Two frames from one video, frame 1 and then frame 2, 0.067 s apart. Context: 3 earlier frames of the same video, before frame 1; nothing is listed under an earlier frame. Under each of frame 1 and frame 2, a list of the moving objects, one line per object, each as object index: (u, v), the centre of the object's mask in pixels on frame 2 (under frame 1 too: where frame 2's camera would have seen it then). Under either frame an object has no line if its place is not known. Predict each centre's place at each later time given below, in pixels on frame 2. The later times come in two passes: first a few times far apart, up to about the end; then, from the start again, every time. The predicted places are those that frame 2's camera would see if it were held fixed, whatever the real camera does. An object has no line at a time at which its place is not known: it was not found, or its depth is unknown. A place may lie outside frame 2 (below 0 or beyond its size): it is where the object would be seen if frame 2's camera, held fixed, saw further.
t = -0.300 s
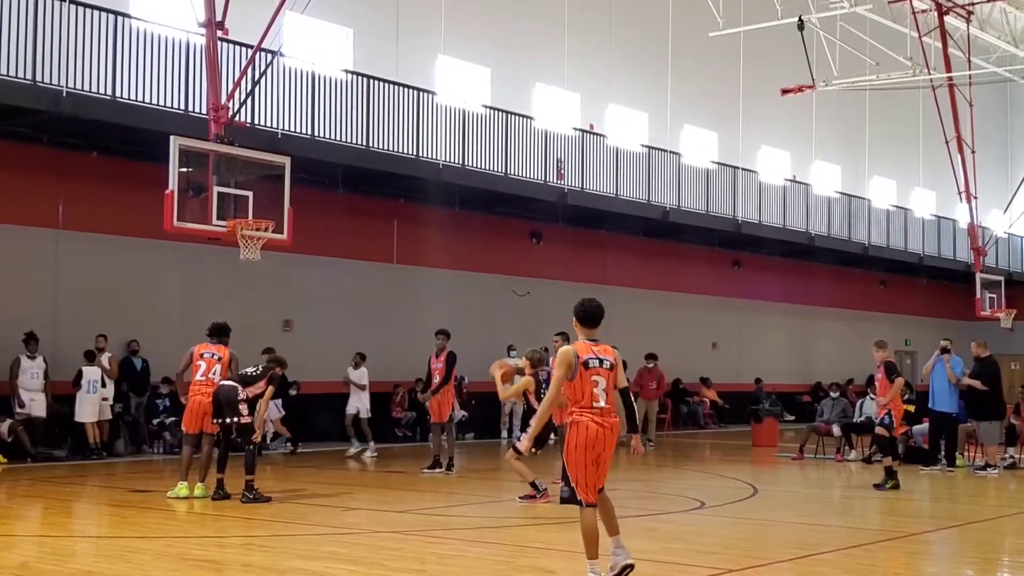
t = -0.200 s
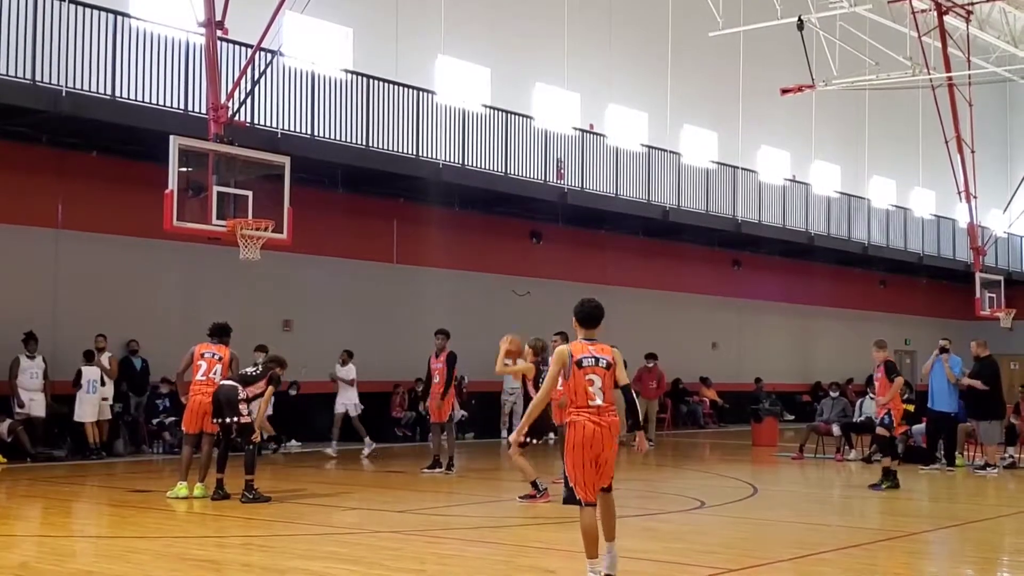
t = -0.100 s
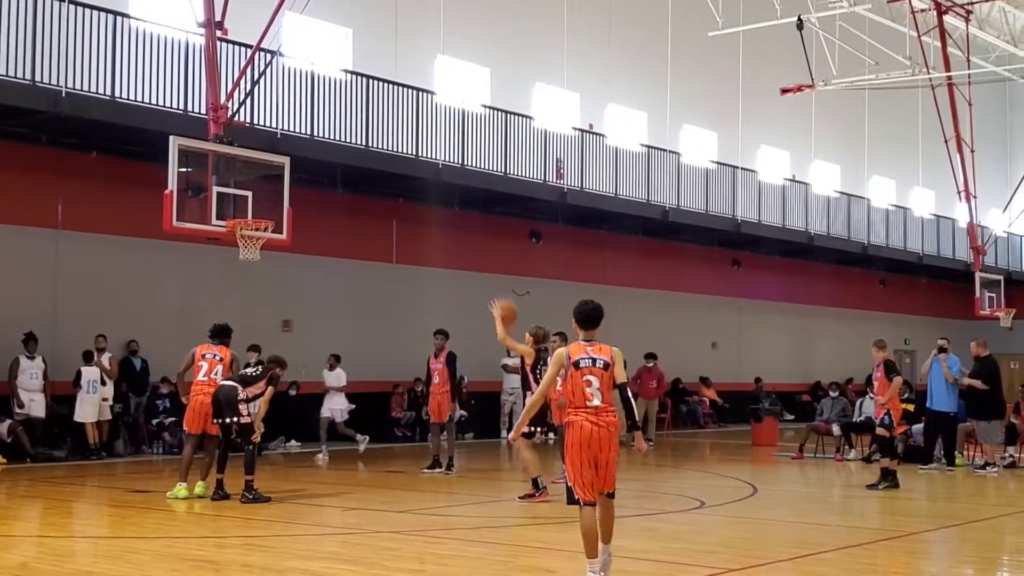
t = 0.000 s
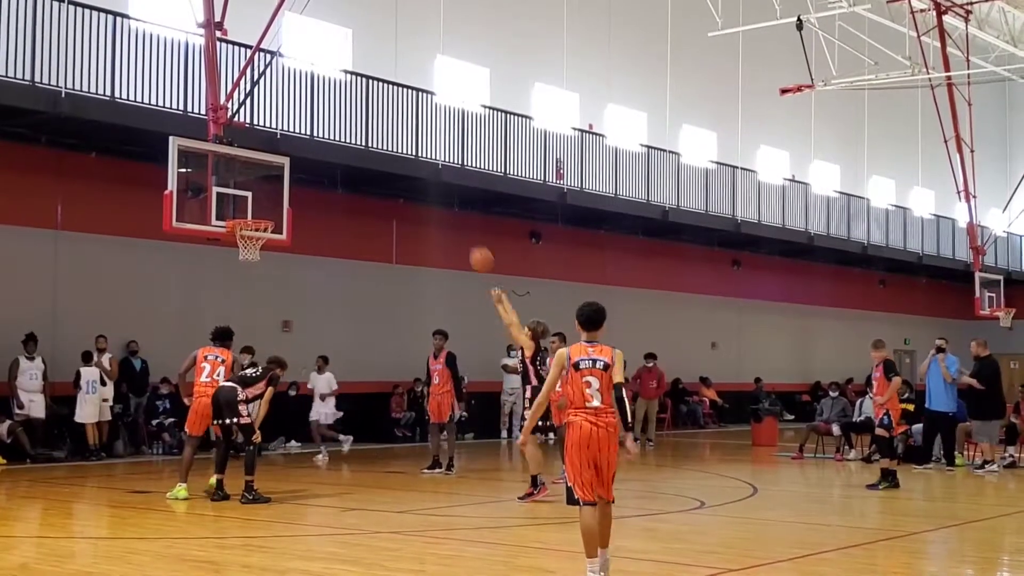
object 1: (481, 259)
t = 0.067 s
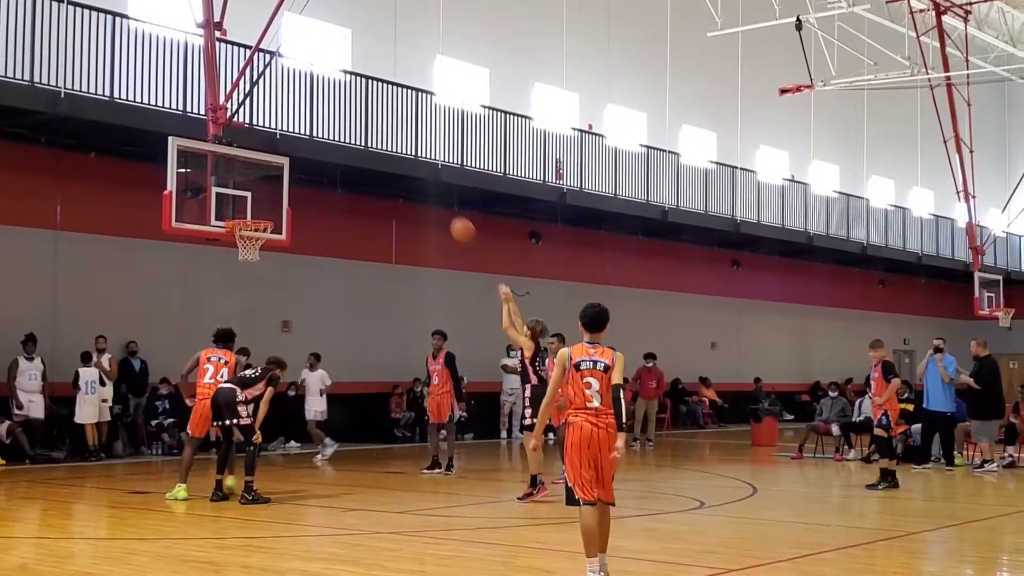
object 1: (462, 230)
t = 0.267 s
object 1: (410, 169)
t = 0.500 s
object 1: (354, 145)
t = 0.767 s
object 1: (296, 173)
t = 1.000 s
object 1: (244, 212)
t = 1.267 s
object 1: (209, 188)
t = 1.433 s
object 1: (187, 198)
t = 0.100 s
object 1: (454, 217)
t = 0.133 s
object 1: (445, 206)
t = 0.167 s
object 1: (435, 194)
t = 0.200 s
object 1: (427, 184)
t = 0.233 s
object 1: (419, 176)
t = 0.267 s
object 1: (410, 169)
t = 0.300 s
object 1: (402, 162)
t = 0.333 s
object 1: (394, 157)
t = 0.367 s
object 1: (386, 153)
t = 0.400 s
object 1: (377, 149)
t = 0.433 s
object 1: (369, 147)
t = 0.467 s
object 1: (362, 146)
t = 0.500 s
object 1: (354, 145)
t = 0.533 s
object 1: (346, 146)
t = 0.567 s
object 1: (338, 147)
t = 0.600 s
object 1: (331, 149)
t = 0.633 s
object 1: (323, 152)
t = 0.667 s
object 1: (316, 156)
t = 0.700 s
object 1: (309, 161)
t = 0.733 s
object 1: (302, 166)
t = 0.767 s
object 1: (296, 173)
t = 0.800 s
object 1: (288, 180)
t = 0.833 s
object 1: (280, 188)
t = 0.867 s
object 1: (273, 196)
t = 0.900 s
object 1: (267, 206)
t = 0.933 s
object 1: (260, 214)
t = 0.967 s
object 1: (252, 213)
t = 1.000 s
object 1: (244, 212)
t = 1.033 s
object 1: (236, 211)
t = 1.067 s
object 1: (233, 206)
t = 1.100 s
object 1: (229, 202)
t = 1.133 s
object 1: (225, 197)
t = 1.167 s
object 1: (221, 194)
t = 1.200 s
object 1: (217, 191)
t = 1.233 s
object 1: (213, 189)
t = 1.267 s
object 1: (209, 188)
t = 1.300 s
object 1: (204, 189)
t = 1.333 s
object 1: (199, 191)
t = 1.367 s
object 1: (195, 192)
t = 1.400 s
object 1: (192, 195)
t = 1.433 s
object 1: (187, 198)
